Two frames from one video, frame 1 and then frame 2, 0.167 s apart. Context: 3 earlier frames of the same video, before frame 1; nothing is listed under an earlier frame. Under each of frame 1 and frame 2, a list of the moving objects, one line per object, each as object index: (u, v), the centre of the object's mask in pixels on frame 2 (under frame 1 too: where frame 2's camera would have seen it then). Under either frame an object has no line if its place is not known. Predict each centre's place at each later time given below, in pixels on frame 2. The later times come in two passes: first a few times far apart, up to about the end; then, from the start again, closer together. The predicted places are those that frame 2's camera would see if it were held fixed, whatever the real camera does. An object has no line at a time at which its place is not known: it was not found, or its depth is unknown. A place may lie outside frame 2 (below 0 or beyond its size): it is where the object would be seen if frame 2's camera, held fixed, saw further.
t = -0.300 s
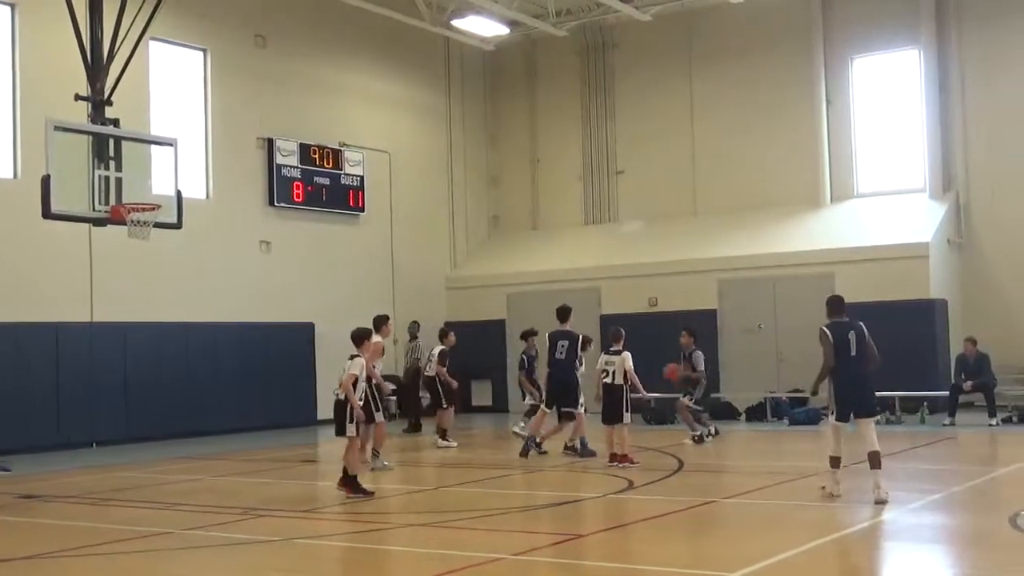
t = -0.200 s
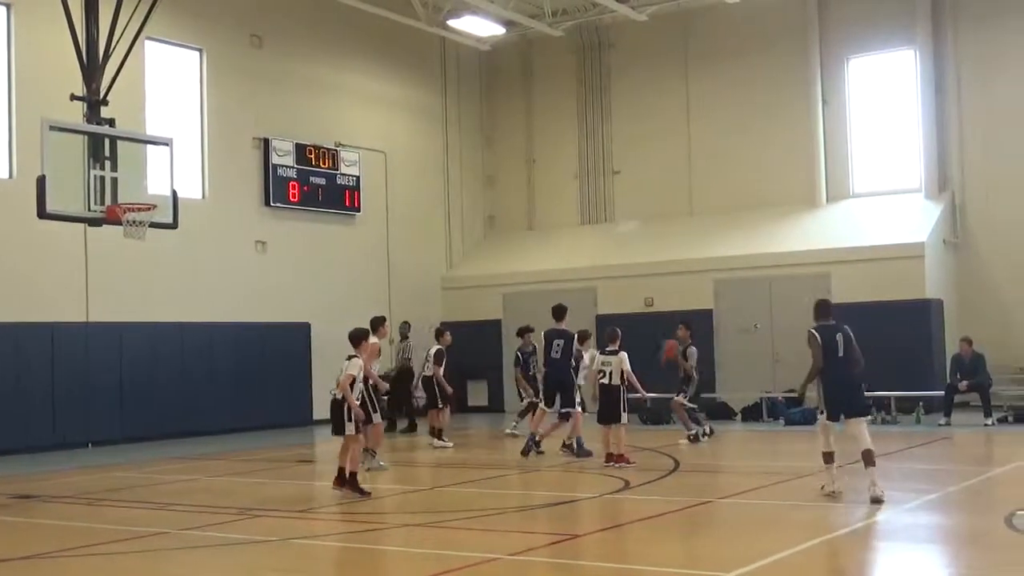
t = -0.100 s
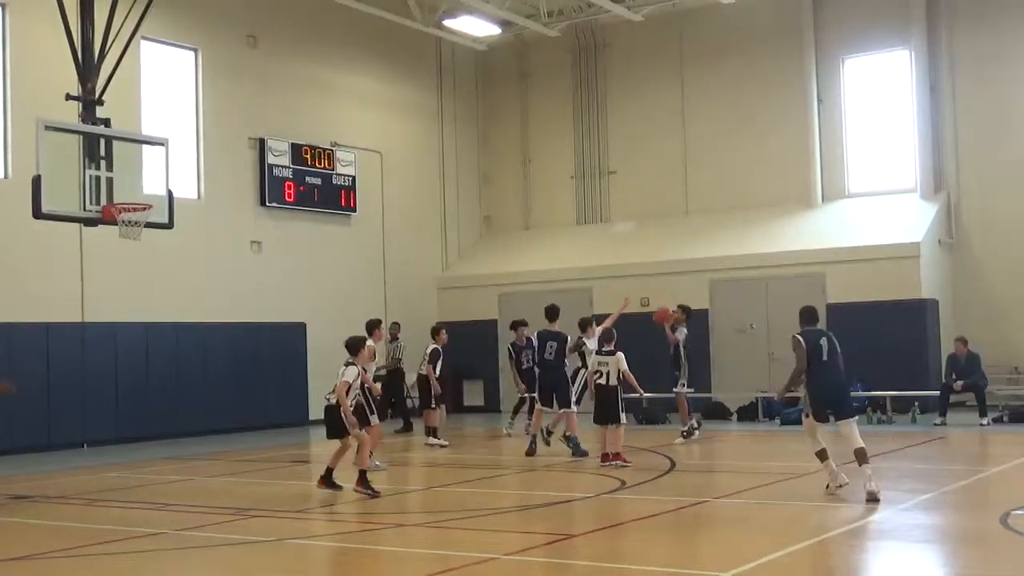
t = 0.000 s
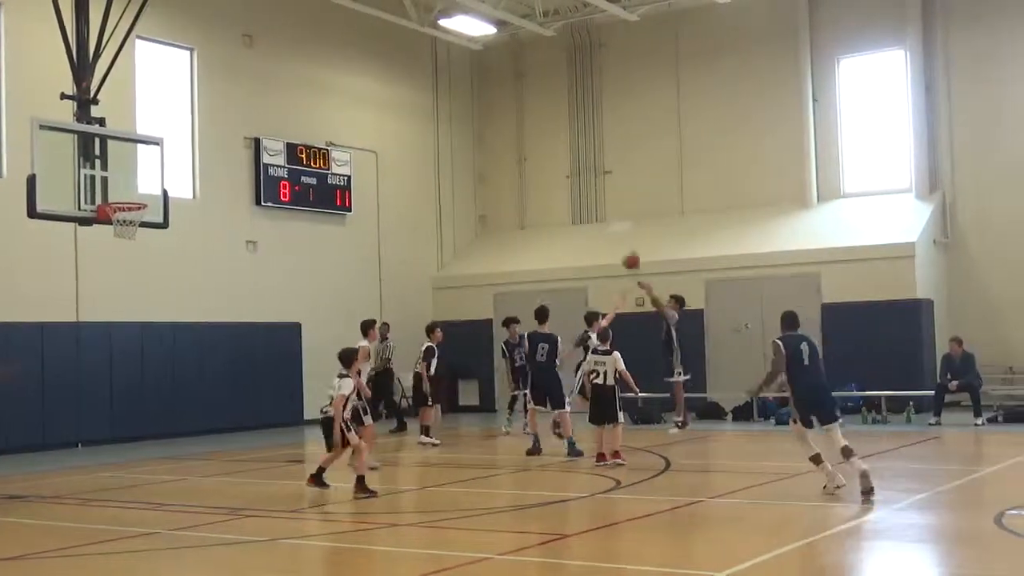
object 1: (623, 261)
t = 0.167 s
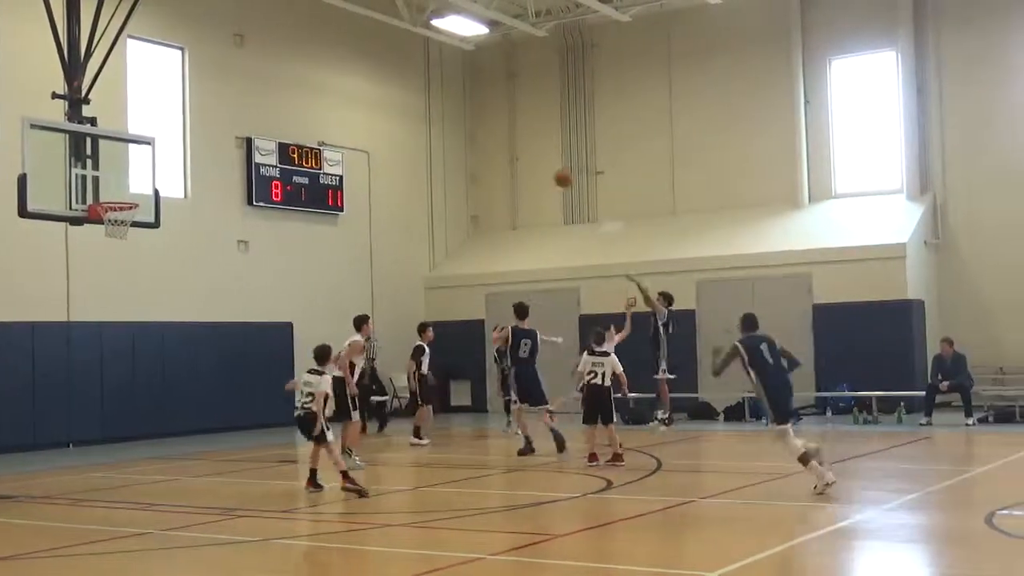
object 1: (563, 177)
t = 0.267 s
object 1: (526, 137)
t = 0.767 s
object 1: (347, 43)
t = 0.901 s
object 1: (298, 51)
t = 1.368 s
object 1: (125, 196)
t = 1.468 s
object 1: (100, 233)
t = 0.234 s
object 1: (538, 150)
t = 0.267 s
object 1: (526, 137)
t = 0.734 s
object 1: (359, 43)
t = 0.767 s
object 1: (347, 43)
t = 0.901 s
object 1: (298, 51)
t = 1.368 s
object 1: (125, 196)
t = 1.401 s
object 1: (113, 214)
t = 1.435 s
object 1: (103, 226)
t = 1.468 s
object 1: (100, 233)
